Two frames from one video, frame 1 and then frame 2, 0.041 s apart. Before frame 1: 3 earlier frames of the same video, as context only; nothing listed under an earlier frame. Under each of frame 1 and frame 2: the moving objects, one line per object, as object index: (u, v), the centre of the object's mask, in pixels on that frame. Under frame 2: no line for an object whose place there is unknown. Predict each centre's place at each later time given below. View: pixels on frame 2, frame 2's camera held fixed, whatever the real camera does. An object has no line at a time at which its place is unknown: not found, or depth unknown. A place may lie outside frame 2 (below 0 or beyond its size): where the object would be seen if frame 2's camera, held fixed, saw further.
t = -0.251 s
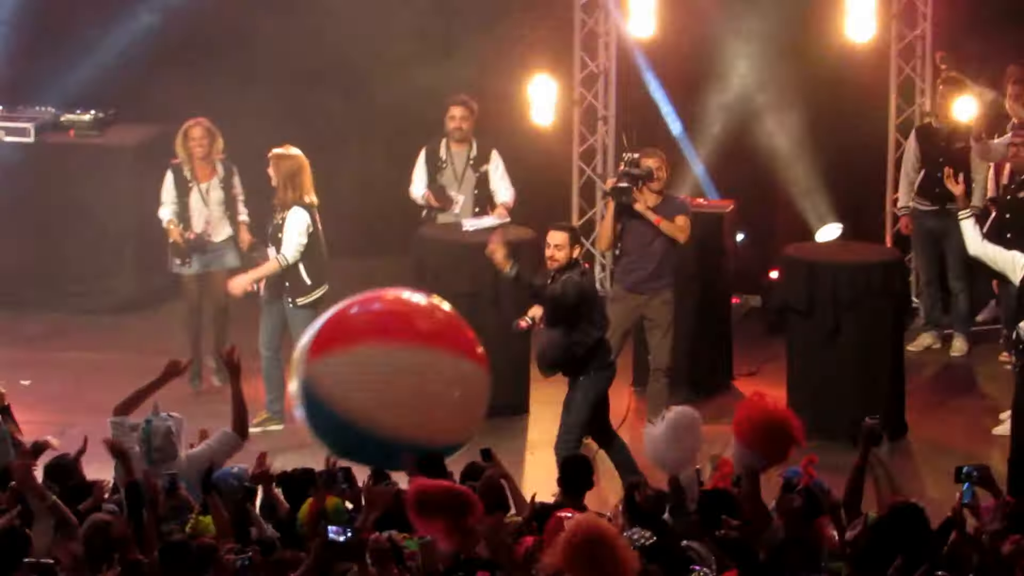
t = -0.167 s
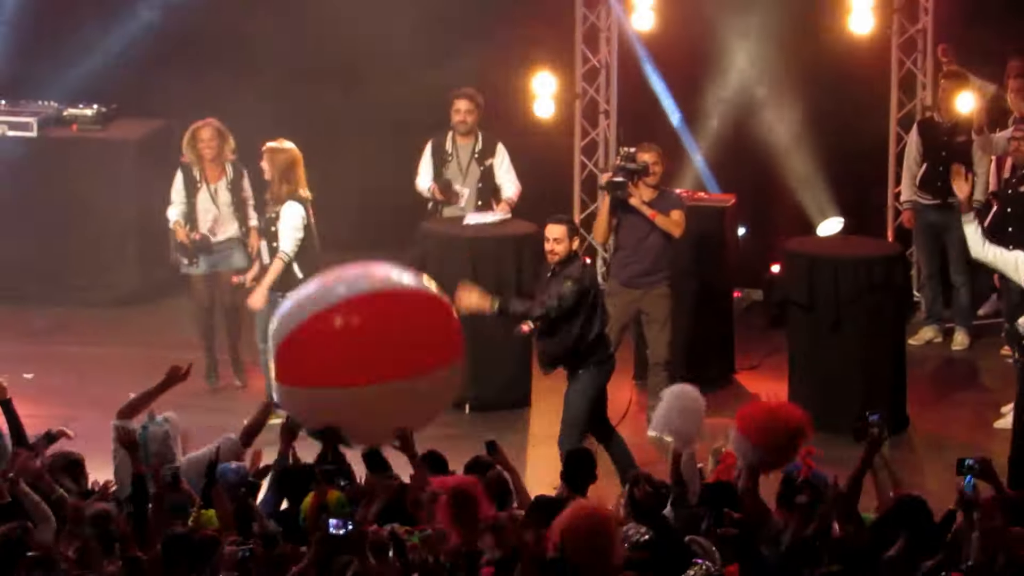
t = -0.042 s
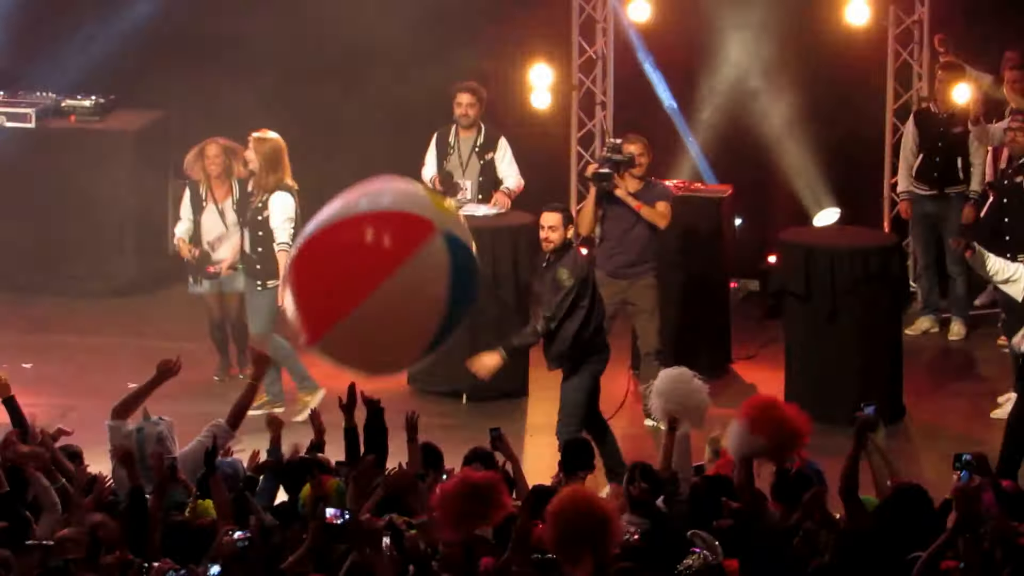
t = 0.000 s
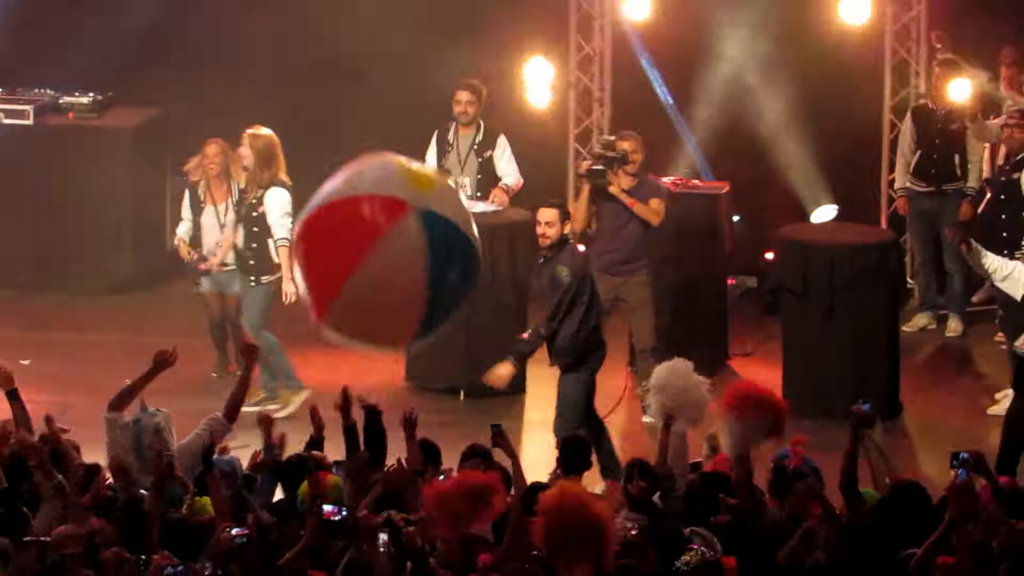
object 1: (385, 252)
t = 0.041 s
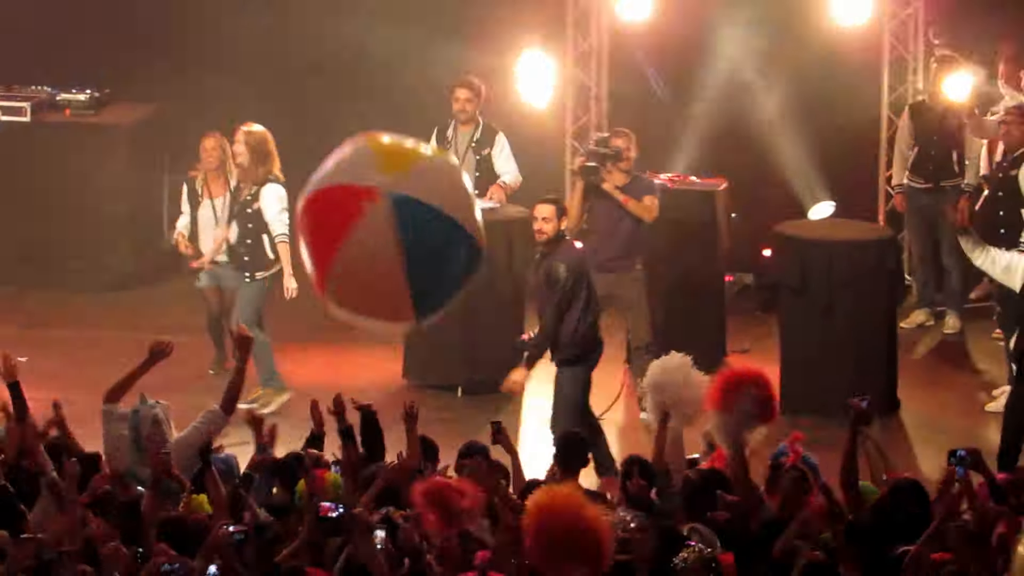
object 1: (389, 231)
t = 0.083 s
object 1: (396, 213)
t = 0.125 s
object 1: (403, 197)
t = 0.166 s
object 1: (413, 182)
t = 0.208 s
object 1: (421, 171)
